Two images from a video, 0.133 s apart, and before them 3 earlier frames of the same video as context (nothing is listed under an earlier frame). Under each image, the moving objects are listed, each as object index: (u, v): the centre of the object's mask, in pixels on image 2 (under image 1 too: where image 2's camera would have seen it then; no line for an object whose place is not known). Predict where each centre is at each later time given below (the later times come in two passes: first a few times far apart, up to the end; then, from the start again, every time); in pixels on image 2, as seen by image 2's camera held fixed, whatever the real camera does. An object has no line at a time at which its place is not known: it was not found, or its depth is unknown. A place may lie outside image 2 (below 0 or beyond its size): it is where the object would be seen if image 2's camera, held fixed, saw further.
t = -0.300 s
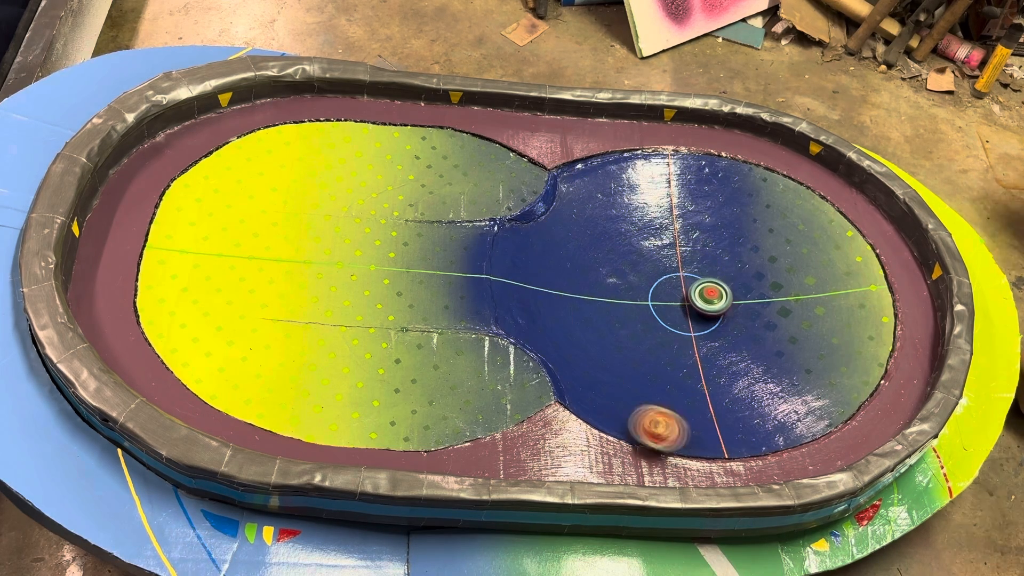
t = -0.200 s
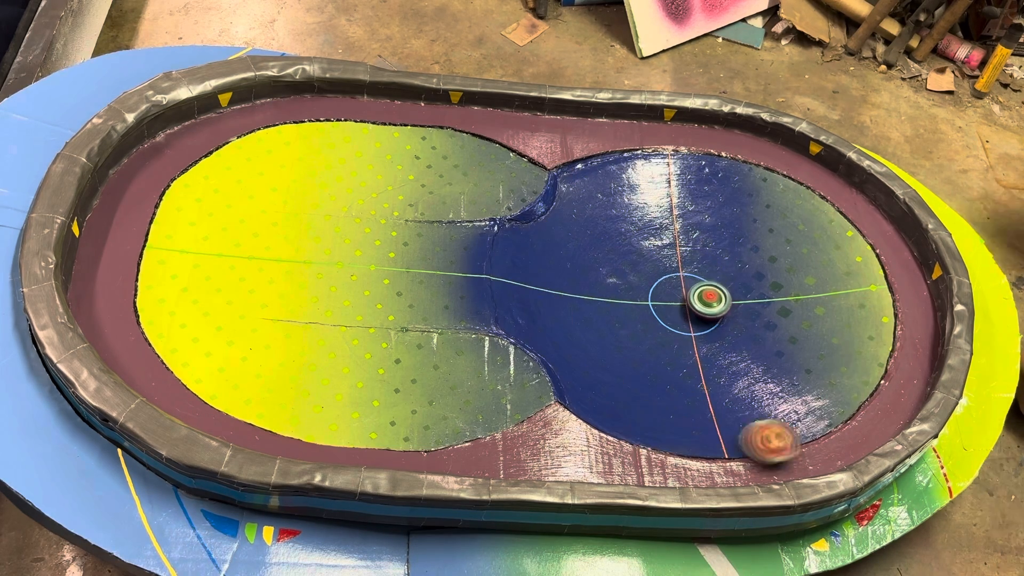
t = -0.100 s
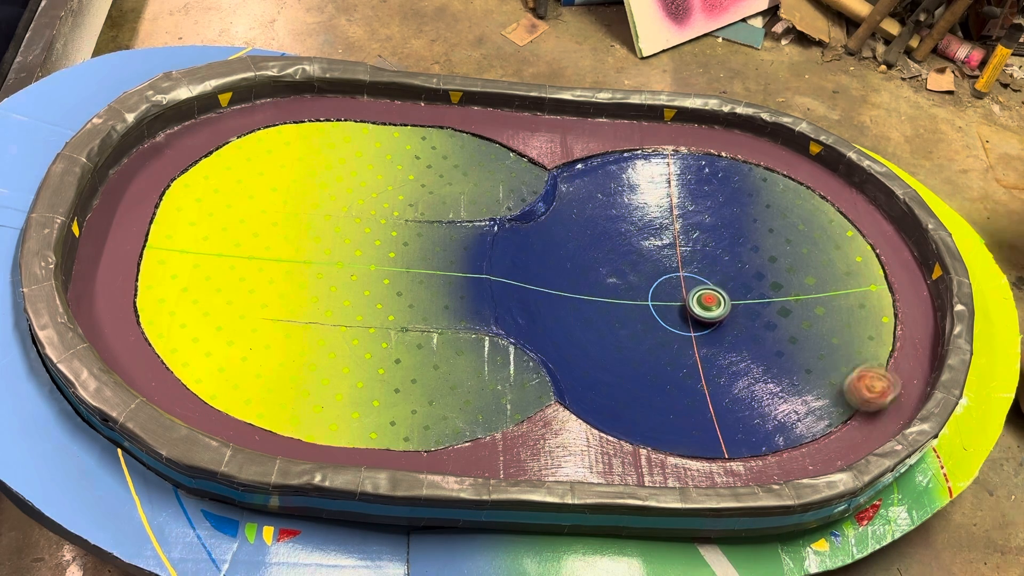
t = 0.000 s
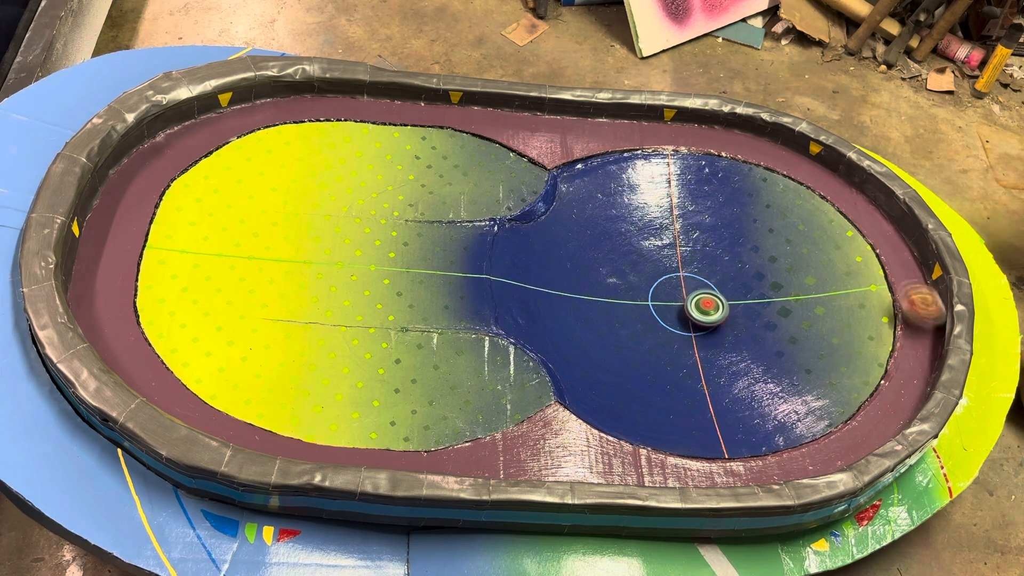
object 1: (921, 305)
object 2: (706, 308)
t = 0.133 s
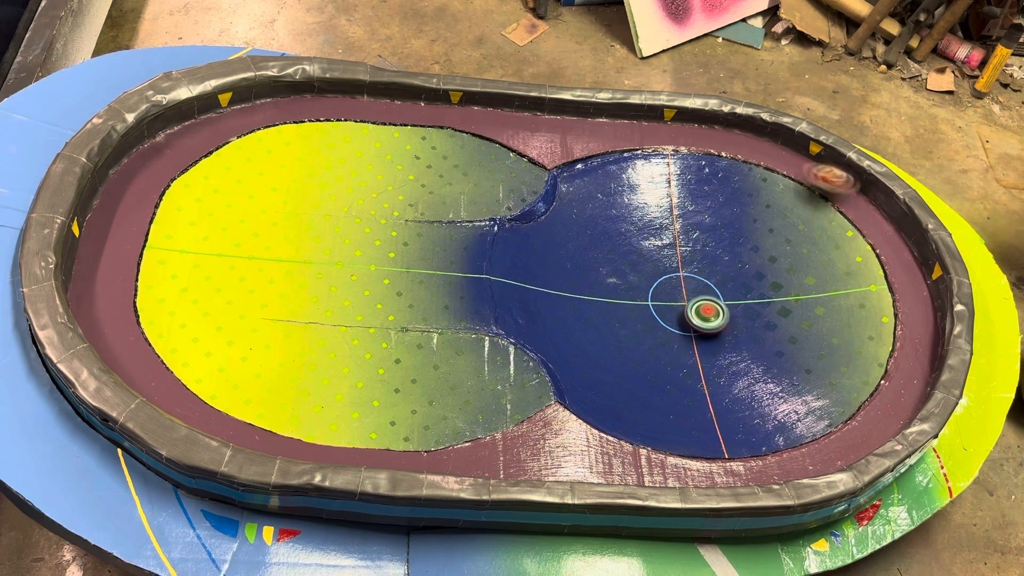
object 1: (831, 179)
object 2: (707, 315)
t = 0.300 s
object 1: (601, 138)
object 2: (707, 322)
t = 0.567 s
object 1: (231, 174)
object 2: (706, 325)
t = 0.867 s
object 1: (230, 392)
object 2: (699, 324)
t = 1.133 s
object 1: (546, 358)
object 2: (686, 323)
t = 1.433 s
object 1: (684, 190)
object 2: (675, 324)
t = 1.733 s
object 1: (726, 172)
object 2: (669, 324)
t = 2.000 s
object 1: (668, 281)
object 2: (667, 321)
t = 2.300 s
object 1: (669, 290)
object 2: (670, 364)
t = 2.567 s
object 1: (693, 293)
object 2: (681, 354)
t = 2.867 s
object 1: (708, 290)
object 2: (681, 335)
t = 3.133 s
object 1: (709, 290)
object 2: (678, 319)
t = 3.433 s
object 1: (722, 277)
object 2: (662, 318)
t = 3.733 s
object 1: (719, 269)
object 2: (663, 307)
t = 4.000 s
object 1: (719, 274)
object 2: (653, 300)
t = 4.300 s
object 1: (806, 254)
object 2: (575, 314)
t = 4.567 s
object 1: (801, 279)
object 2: (602, 324)
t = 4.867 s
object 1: (740, 312)
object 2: (669, 315)
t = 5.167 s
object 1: (737, 340)
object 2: (659, 270)
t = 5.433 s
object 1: (725, 345)
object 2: (665, 257)
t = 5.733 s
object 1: (701, 324)
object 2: (682, 257)
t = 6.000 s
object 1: (696, 300)
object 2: (697, 264)
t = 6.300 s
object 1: (694, 303)
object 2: (716, 273)
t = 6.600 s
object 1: (682, 303)
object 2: (731, 280)
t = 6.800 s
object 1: (685, 302)
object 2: (735, 292)
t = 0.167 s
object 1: (785, 159)
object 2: (707, 317)
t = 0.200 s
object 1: (743, 141)
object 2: (707, 318)
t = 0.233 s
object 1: (699, 130)
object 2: (707, 320)
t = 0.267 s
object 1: (648, 134)
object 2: (707, 321)
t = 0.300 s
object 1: (601, 138)
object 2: (707, 322)
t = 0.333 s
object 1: (554, 143)
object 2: (707, 323)
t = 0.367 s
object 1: (507, 144)
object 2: (707, 324)
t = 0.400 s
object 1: (462, 151)
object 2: (707, 324)
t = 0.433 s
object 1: (414, 162)
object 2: (708, 324)
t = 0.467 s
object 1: (367, 165)
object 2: (707, 324)
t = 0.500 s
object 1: (321, 169)
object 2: (707, 324)
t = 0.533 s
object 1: (276, 173)
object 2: (707, 324)
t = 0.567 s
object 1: (231, 174)
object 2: (706, 325)
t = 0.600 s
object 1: (185, 176)
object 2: (706, 325)
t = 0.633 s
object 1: (144, 178)
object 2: (705, 325)
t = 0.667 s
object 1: (120, 187)
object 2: (705, 325)
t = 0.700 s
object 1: (134, 224)
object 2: (704, 325)
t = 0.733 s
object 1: (151, 257)
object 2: (703, 325)
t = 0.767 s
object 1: (169, 293)
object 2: (702, 324)
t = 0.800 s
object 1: (188, 326)
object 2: (701, 324)
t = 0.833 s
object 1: (208, 359)
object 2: (700, 324)
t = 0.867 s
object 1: (230, 392)
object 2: (699, 324)
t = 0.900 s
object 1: (256, 417)
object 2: (697, 324)
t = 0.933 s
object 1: (287, 436)
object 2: (696, 324)
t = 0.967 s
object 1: (345, 425)
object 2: (695, 324)
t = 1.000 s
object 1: (398, 418)
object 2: (693, 324)
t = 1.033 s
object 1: (448, 415)
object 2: (692, 324)
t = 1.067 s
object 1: (496, 416)
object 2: (690, 324)
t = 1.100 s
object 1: (525, 389)
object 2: (688, 323)
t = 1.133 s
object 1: (546, 358)
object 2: (686, 323)
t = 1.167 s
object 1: (564, 329)
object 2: (684, 323)
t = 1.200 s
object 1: (577, 306)
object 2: (683, 323)
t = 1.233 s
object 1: (590, 289)
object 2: (682, 324)
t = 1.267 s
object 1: (600, 277)
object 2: (681, 324)
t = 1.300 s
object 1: (618, 256)
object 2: (680, 324)
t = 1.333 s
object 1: (633, 238)
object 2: (679, 324)
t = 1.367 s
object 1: (648, 224)
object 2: (677, 324)
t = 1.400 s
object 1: (667, 207)
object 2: (676, 324)
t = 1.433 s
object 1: (684, 190)
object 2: (675, 324)
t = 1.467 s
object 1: (699, 177)
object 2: (673, 324)
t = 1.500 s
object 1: (713, 164)
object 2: (673, 324)
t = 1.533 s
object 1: (727, 152)
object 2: (671, 324)
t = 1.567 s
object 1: (739, 141)
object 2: (671, 324)
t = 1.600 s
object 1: (748, 134)
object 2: (670, 324)
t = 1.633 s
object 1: (745, 137)
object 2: (669, 324)
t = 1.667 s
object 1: (739, 148)
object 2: (669, 325)
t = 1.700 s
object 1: (733, 161)
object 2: (670, 325)
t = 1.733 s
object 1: (726, 172)
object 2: (669, 324)
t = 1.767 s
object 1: (719, 186)
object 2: (668, 324)
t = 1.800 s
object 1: (711, 200)
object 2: (667, 323)
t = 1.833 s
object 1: (703, 213)
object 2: (667, 323)
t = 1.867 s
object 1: (696, 227)
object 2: (667, 323)
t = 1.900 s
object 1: (689, 241)
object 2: (667, 323)
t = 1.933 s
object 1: (681, 254)
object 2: (667, 322)
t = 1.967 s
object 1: (674, 268)
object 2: (667, 322)
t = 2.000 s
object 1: (668, 281)
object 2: (667, 321)
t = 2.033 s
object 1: (666, 286)
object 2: (665, 329)
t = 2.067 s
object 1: (664, 287)
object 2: (664, 338)
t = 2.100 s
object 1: (662, 288)
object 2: (663, 345)
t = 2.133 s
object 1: (661, 288)
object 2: (663, 351)
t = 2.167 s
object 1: (661, 289)
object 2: (663, 356)
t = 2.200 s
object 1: (662, 289)
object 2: (664, 360)
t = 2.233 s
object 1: (664, 289)
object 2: (666, 362)
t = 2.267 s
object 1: (667, 290)
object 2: (668, 363)
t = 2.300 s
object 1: (669, 290)
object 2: (670, 364)
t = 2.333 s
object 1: (673, 291)
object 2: (673, 364)
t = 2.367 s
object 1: (676, 291)
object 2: (675, 364)
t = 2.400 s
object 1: (679, 292)
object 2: (676, 363)
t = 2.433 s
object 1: (682, 292)
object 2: (678, 361)
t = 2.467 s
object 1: (685, 292)
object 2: (679, 359)
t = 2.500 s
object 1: (688, 292)
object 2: (680, 358)
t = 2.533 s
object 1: (691, 292)
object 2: (680, 356)
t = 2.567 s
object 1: (693, 293)
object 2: (681, 354)
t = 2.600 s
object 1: (696, 293)
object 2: (681, 352)
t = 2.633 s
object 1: (698, 292)
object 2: (681, 350)
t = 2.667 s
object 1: (700, 292)
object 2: (681, 348)
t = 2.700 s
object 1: (702, 292)
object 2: (681, 346)
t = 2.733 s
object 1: (704, 292)
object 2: (681, 344)
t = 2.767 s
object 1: (706, 291)
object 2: (681, 341)
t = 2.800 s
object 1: (707, 290)
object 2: (681, 339)
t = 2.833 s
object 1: (708, 290)
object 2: (681, 337)
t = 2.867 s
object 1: (708, 290)
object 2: (681, 335)
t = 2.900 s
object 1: (708, 290)
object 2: (681, 332)
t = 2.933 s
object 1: (708, 290)
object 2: (681, 330)
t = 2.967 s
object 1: (708, 290)
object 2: (681, 328)
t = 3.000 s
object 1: (708, 290)
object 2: (680, 326)
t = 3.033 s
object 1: (708, 290)
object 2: (679, 324)
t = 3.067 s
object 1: (709, 290)
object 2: (679, 322)
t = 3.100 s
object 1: (709, 290)
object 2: (678, 320)
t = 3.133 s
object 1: (709, 290)
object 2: (678, 319)
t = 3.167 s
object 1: (708, 291)
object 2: (677, 317)
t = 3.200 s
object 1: (708, 291)
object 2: (677, 316)
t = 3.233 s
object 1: (710, 290)
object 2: (675, 315)
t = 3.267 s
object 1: (714, 287)
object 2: (670, 316)
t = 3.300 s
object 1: (717, 285)
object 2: (666, 317)
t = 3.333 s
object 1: (719, 282)
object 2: (663, 317)
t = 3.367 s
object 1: (720, 281)
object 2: (662, 317)
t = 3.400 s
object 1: (721, 279)
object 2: (662, 318)
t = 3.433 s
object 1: (722, 277)
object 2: (662, 318)
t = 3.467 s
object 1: (724, 276)
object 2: (662, 317)
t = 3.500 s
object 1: (725, 275)
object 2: (662, 316)
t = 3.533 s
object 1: (725, 274)
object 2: (662, 315)
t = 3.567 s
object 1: (725, 273)
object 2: (662, 313)
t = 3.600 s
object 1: (724, 271)
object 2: (661, 312)
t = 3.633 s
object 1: (723, 270)
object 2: (661, 310)
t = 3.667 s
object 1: (722, 269)
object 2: (661, 310)
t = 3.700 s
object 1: (721, 269)
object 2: (662, 308)
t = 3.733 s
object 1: (719, 269)
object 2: (663, 307)
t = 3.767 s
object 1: (717, 269)
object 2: (663, 306)
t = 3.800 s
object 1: (715, 269)
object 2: (664, 305)
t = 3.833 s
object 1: (713, 270)
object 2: (665, 303)
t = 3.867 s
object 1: (711, 272)
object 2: (666, 302)
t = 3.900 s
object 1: (707, 273)
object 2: (667, 301)
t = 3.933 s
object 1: (704, 274)
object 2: (668, 299)
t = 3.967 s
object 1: (702, 276)
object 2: (669, 298)
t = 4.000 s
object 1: (719, 274)
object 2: (653, 300)
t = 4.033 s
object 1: (737, 267)
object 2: (636, 303)
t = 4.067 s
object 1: (750, 263)
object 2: (621, 304)
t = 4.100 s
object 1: (764, 260)
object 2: (608, 306)
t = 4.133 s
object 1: (777, 257)
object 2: (597, 306)
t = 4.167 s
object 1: (786, 255)
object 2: (588, 307)
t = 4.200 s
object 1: (794, 253)
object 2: (581, 309)
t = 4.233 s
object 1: (799, 253)
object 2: (577, 310)
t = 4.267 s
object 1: (803, 253)
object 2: (576, 311)
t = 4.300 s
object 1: (806, 254)
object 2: (575, 314)
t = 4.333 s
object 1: (808, 256)
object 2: (576, 316)
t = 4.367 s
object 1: (809, 257)
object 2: (578, 317)
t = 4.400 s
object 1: (811, 260)
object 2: (580, 319)
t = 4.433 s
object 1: (810, 263)
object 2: (583, 320)
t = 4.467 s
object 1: (809, 266)
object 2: (586, 321)
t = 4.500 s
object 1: (807, 270)
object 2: (591, 322)
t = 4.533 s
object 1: (804, 274)
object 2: (596, 323)
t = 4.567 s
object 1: (801, 279)
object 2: (602, 324)
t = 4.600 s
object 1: (796, 283)
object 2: (609, 324)
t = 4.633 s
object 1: (791, 288)
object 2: (617, 323)
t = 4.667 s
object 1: (785, 293)
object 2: (625, 323)
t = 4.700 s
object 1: (779, 297)
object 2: (633, 322)
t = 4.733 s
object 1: (772, 301)
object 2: (641, 321)
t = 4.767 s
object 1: (764, 305)
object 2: (649, 320)
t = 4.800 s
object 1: (756, 308)
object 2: (656, 319)
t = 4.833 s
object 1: (749, 310)
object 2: (663, 317)
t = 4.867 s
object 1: (740, 312)
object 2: (669, 315)
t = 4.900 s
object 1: (732, 313)
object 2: (675, 313)
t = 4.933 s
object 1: (723, 315)
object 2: (679, 311)
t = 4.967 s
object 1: (721, 314)
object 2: (678, 308)
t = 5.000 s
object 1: (725, 320)
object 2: (674, 300)
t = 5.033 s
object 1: (726, 324)
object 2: (669, 293)
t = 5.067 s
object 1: (733, 329)
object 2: (666, 286)
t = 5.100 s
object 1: (733, 334)
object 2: (663, 280)
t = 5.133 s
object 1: (736, 336)
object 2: (660, 274)
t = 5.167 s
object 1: (737, 340)
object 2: (659, 270)
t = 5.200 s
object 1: (736, 342)
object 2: (658, 266)
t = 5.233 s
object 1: (737, 342)
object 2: (658, 262)
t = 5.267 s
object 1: (736, 343)
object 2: (658, 260)
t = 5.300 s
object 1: (735, 344)
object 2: (659, 258)
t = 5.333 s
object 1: (733, 345)
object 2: (660, 257)
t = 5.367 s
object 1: (731, 345)
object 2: (661, 257)
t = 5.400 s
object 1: (728, 345)
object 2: (663, 256)
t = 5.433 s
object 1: (725, 345)
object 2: (665, 257)
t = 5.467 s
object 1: (720, 344)
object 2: (667, 256)
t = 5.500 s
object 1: (717, 343)
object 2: (669, 255)
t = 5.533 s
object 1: (713, 341)
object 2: (671, 255)
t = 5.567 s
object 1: (711, 339)
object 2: (673, 255)
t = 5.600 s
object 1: (708, 337)
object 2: (675, 255)
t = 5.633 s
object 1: (706, 334)
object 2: (676, 255)
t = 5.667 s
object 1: (704, 331)
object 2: (678, 256)
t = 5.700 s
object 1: (703, 328)
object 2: (680, 256)
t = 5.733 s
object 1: (701, 324)
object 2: (682, 257)
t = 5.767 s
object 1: (699, 321)
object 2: (684, 257)
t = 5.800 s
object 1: (699, 317)
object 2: (686, 258)
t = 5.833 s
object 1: (698, 314)
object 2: (688, 259)
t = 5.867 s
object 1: (697, 311)
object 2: (690, 259)
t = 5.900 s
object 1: (696, 307)
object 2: (691, 261)
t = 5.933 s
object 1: (696, 305)
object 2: (693, 262)
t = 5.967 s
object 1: (695, 302)
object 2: (695, 263)
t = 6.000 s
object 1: (696, 300)
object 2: (697, 264)
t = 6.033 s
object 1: (695, 299)
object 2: (699, 265)
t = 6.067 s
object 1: (697, 298)
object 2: (701, 265)
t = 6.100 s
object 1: (698, 300)
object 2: (704, 265)
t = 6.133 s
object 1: (696, 302)
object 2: (706, 266)
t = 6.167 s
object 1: (695, 303)
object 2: (708, 267)
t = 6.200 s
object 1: (694, 303)
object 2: (710, 268)
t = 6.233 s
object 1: (694, 303)
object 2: (712, 269)
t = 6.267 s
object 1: (694, 302)
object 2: (714, 271)
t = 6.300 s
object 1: (694, 303)
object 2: (716, 273)
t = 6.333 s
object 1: (693, 303)
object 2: (718, 275)
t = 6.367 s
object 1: (692, 304)
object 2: (721, 275)
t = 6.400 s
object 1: (689, 306)
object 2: (724, 275)
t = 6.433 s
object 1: (687, 307)
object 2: (726, 275)
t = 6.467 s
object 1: (684, 307)
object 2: (727, 275)
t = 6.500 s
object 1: (683, 307)
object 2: (728, 276)
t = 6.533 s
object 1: (681, 306)
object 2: (730, 277)
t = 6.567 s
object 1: (682, 305)
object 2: (731, 279)
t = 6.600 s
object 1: (682, 303)
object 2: (731, 280)
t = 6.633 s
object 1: (682, 302)
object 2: (732, 282)
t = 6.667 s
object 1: (682, 301)
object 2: (733, 284)
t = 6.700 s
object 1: (682, 301)
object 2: (734, 285)
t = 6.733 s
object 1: (682, 301)
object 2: (734, 288)
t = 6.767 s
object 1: (684, 302)
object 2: (735, 290)
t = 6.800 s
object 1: (685, 302)
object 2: (735, 292)
